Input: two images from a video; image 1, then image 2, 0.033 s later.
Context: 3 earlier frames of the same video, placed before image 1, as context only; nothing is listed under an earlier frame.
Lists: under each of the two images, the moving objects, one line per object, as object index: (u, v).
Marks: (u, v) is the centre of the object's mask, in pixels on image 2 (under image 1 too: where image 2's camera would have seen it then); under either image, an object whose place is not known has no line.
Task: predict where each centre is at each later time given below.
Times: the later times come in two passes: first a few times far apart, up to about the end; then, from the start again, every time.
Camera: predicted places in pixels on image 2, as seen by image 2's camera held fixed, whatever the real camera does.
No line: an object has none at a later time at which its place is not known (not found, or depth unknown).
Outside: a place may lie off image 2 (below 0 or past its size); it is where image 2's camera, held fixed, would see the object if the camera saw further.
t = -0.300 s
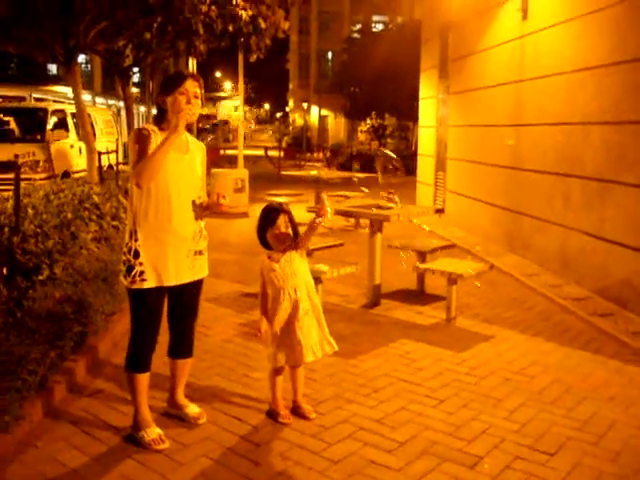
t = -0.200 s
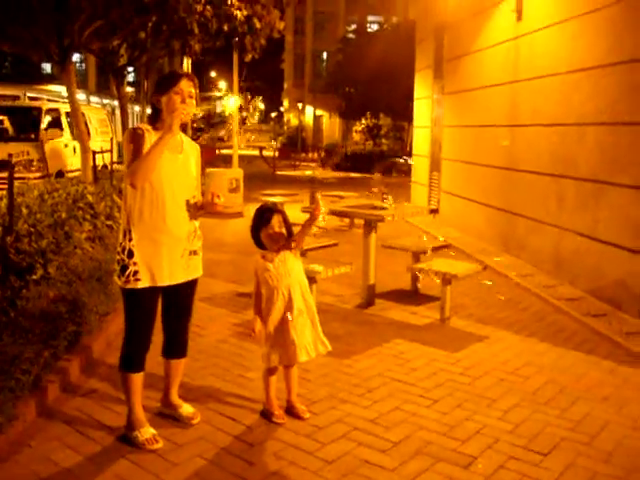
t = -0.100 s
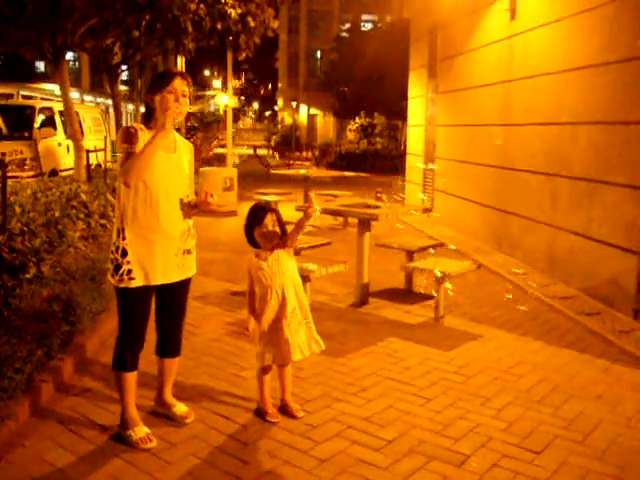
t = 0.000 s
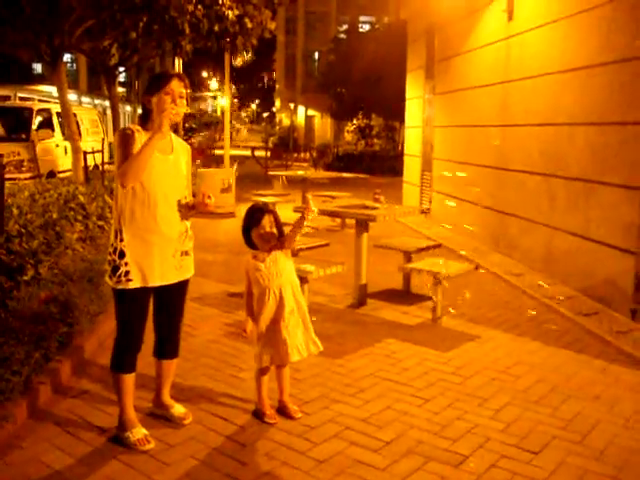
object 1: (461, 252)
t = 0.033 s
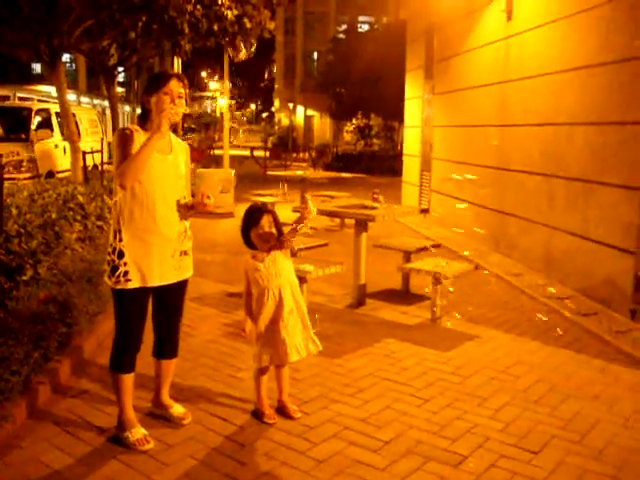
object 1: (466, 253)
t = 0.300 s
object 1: (499, 234)
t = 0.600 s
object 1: (616, 87)
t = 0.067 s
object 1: (470, 252)
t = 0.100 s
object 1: (471, 252)
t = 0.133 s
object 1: (477, 251)
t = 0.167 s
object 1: (481, 249)
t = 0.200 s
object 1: (485, 247)
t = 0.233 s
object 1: (490, 243)
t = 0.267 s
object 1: (494, 239)
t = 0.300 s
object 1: (499, 234)
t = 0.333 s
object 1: (506, 228)
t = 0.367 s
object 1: (513, 219)
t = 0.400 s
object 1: (520, 208)
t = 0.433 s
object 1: (529, 196)
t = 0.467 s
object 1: (542, 180)
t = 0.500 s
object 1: (553, 162)
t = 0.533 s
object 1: (571, 140)
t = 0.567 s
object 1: (591, 115)
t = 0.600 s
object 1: (616, 87)
